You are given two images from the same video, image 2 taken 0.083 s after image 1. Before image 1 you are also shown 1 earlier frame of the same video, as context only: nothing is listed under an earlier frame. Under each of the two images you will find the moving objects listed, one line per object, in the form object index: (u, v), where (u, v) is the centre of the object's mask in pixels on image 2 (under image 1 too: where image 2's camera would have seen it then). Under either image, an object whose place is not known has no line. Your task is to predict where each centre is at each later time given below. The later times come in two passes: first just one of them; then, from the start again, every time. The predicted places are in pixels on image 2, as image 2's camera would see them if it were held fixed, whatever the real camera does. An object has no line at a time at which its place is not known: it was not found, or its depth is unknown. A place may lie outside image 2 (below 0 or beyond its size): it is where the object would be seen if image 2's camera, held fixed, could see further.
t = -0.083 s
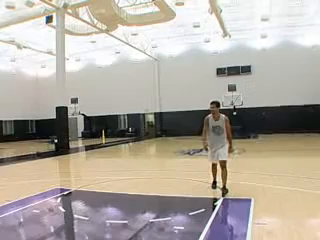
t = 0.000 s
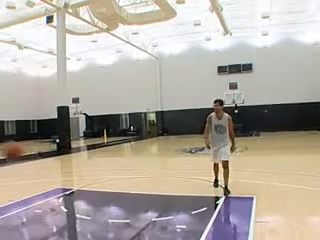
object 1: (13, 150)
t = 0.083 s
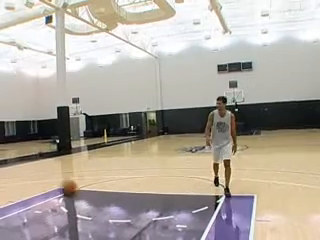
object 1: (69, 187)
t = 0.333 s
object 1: (151, 178)
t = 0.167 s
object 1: (103, 211)
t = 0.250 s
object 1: (136, 202)
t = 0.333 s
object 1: (151, 178)
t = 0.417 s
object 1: (173, 152)
